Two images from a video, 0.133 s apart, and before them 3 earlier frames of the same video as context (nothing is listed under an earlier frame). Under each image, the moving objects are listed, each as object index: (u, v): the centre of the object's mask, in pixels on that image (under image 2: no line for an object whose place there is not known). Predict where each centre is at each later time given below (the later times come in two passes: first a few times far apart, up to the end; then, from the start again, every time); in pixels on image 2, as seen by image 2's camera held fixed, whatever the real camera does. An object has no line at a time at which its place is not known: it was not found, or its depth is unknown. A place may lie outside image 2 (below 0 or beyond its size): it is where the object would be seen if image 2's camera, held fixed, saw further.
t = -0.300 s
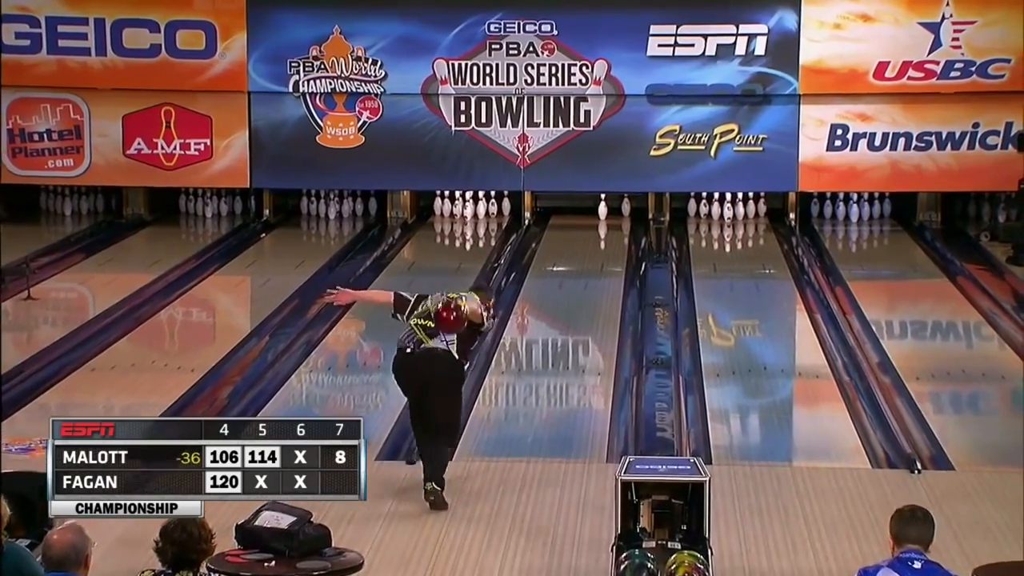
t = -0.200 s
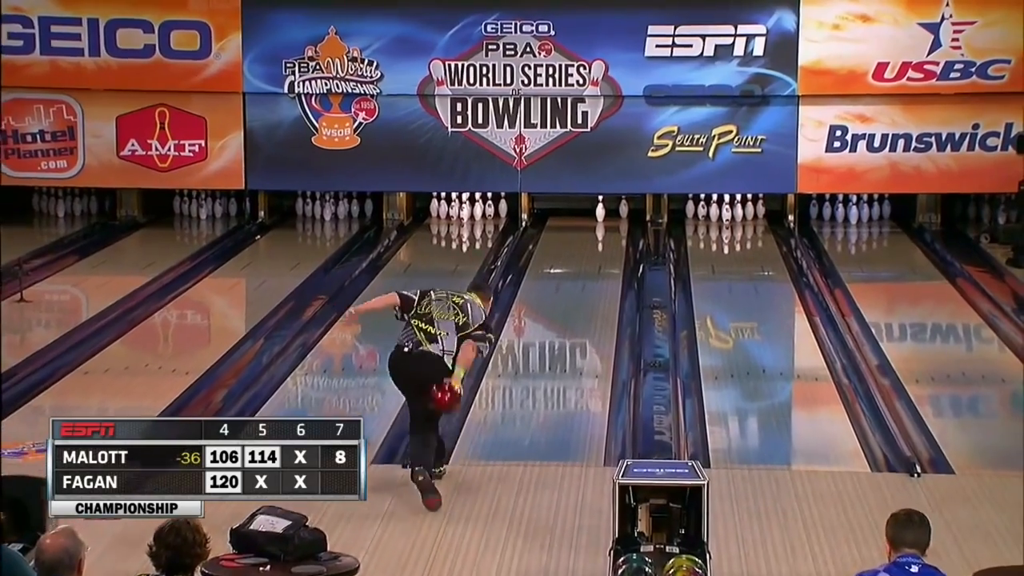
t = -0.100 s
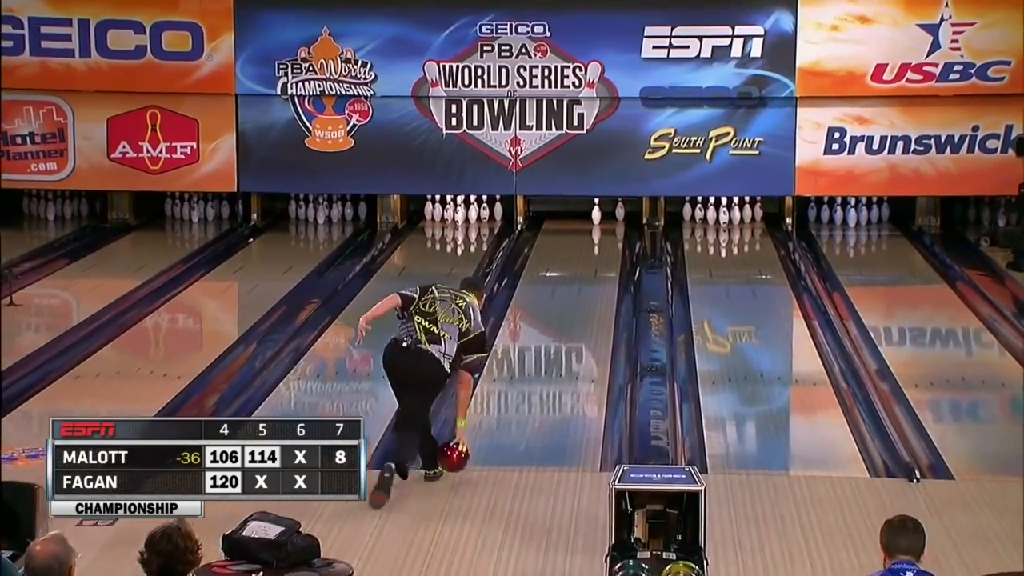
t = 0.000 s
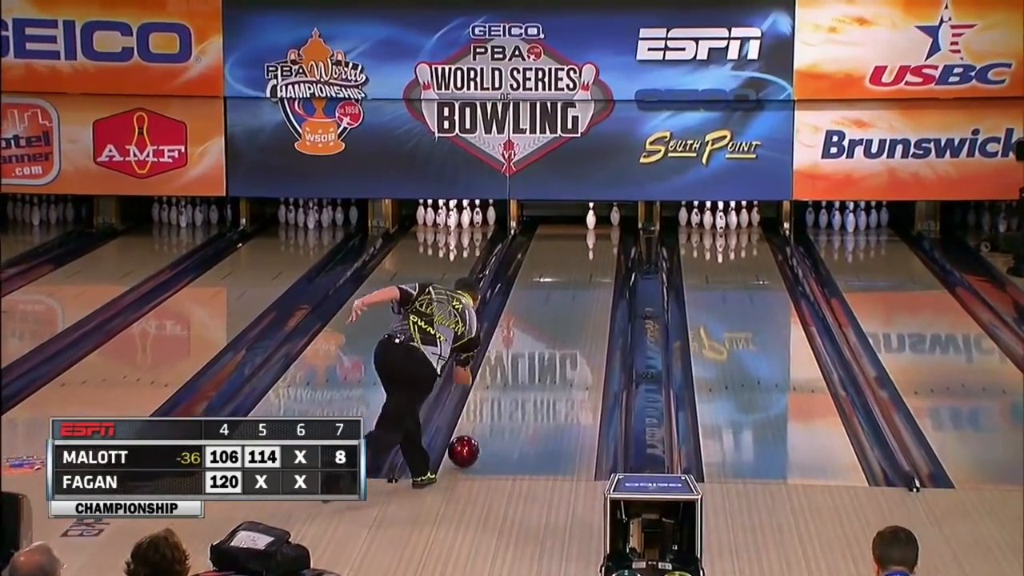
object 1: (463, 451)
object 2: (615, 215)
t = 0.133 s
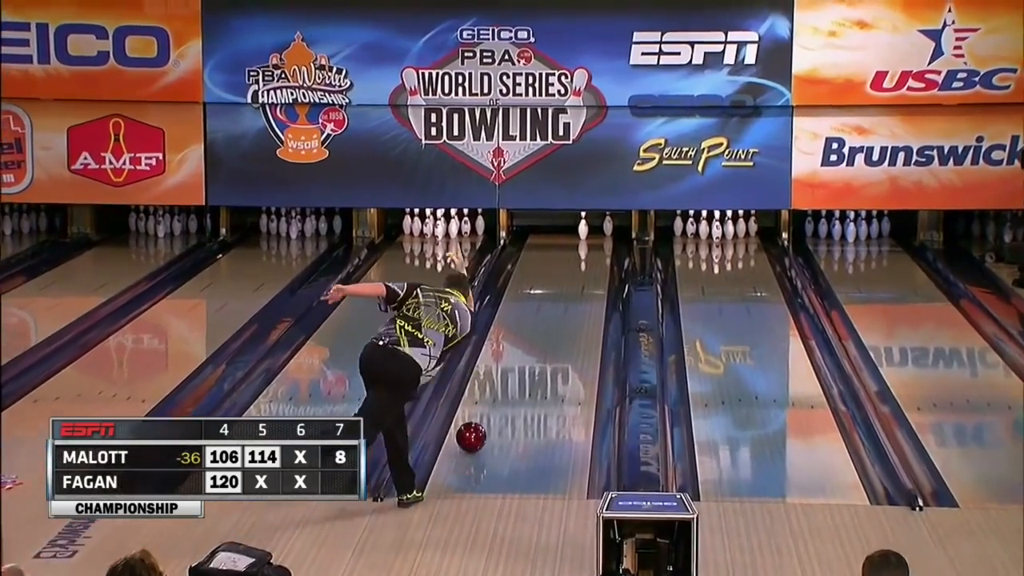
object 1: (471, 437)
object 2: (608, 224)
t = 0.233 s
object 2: (608, 225)
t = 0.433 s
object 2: (607, 226)
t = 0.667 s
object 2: (607, 228)
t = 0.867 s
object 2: (608, 229)
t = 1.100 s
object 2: (608, 231)
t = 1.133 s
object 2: (608, 231)
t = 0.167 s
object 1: (476, 428)
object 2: (608, 225)
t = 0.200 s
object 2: (608, 225)
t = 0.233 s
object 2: (608, 225)
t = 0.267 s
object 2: (608, 225)
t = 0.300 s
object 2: (607, 225)
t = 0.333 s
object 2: (607, 226)
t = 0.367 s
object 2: (607, 226)
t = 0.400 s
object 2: (607, 226)
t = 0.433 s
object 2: (607, 226)
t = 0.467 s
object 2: (607, 227)
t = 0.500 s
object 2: (607, 227)
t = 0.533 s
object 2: (607, 227)
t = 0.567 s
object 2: (607, 227)
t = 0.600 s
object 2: (607, 228)
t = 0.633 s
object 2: (607, 228)
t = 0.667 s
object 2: (607, 228)
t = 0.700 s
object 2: (607, 228)
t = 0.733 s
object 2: (607, 228)
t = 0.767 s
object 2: (607, 229)
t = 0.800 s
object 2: (607, 229)
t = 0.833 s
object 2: (608, 229)
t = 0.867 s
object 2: (608, 229)
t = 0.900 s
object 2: (608, 229)
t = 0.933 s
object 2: (608, 230)
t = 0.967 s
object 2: (608, 230)
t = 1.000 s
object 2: (608, 230)
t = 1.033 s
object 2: (608, 230)
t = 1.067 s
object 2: (608, 231)
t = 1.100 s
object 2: (608, 231)
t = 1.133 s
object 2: (608, 231)
